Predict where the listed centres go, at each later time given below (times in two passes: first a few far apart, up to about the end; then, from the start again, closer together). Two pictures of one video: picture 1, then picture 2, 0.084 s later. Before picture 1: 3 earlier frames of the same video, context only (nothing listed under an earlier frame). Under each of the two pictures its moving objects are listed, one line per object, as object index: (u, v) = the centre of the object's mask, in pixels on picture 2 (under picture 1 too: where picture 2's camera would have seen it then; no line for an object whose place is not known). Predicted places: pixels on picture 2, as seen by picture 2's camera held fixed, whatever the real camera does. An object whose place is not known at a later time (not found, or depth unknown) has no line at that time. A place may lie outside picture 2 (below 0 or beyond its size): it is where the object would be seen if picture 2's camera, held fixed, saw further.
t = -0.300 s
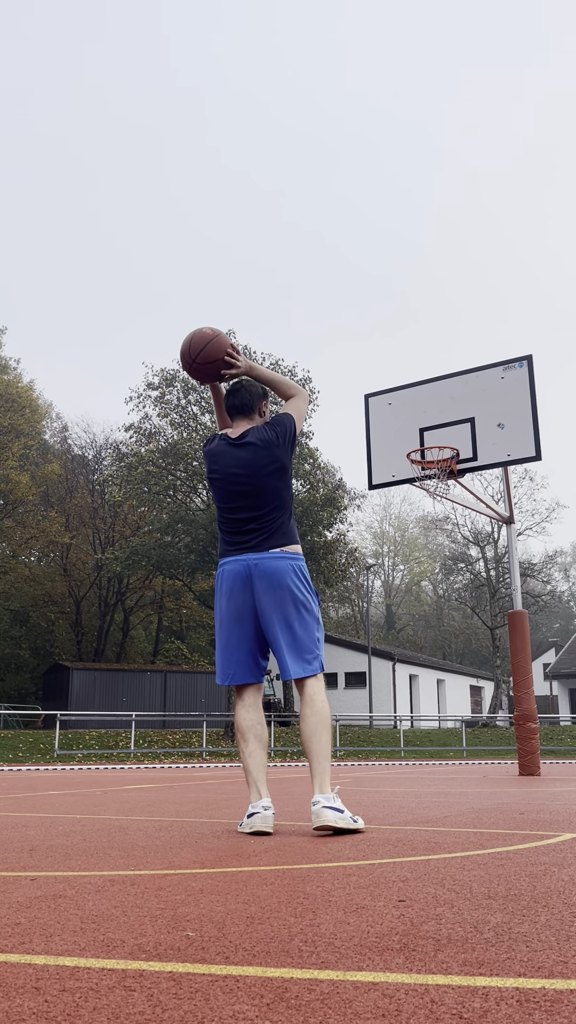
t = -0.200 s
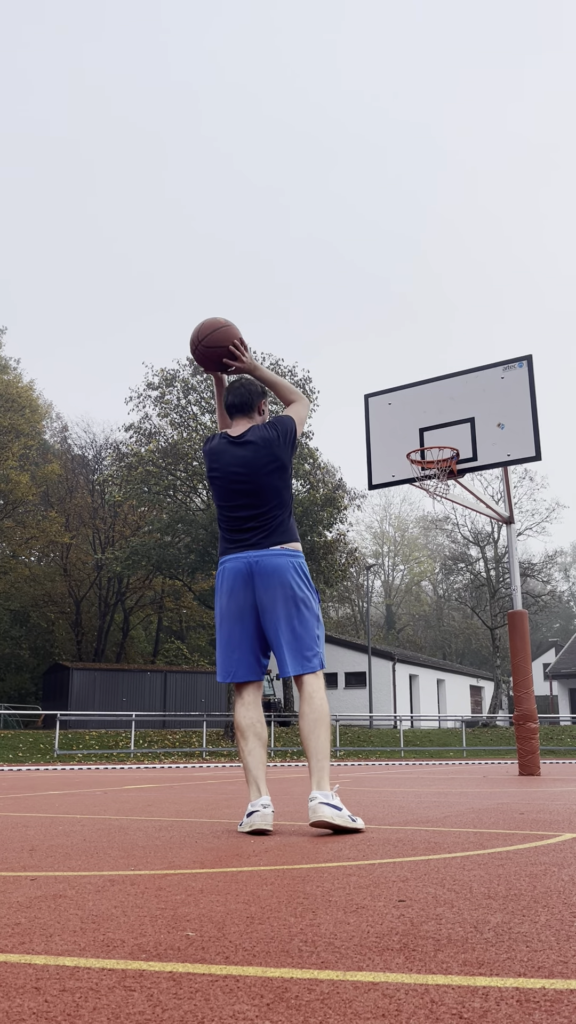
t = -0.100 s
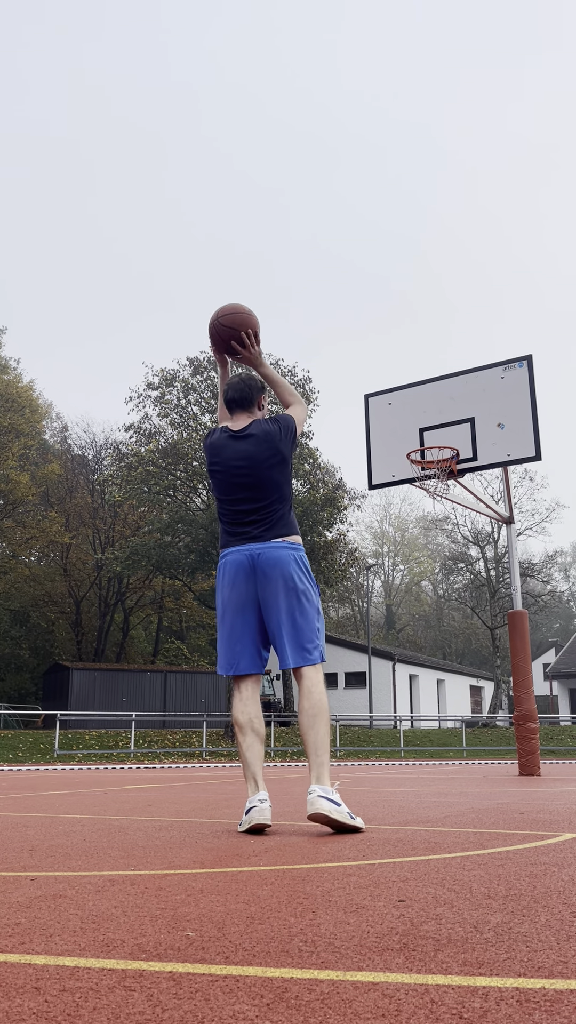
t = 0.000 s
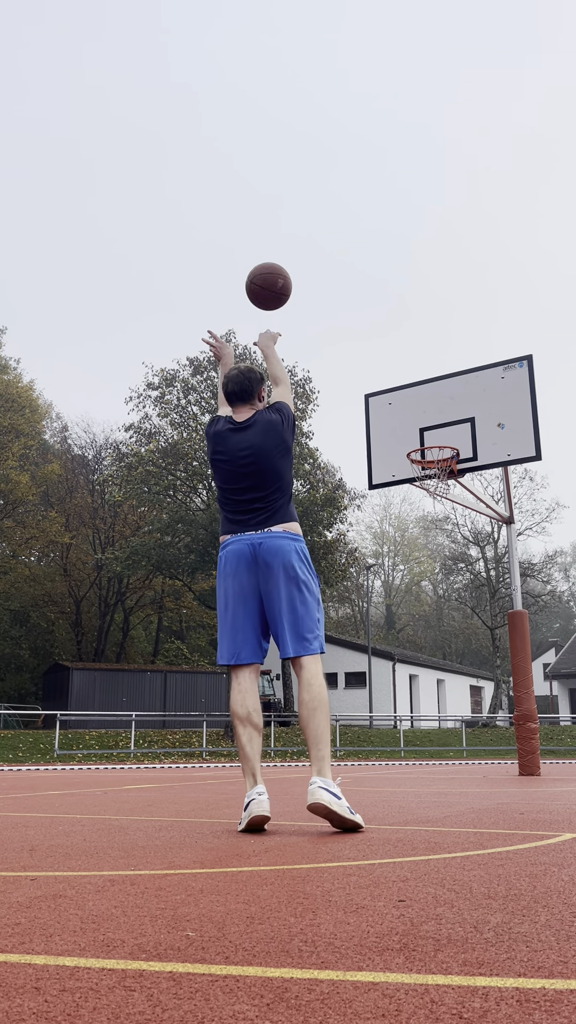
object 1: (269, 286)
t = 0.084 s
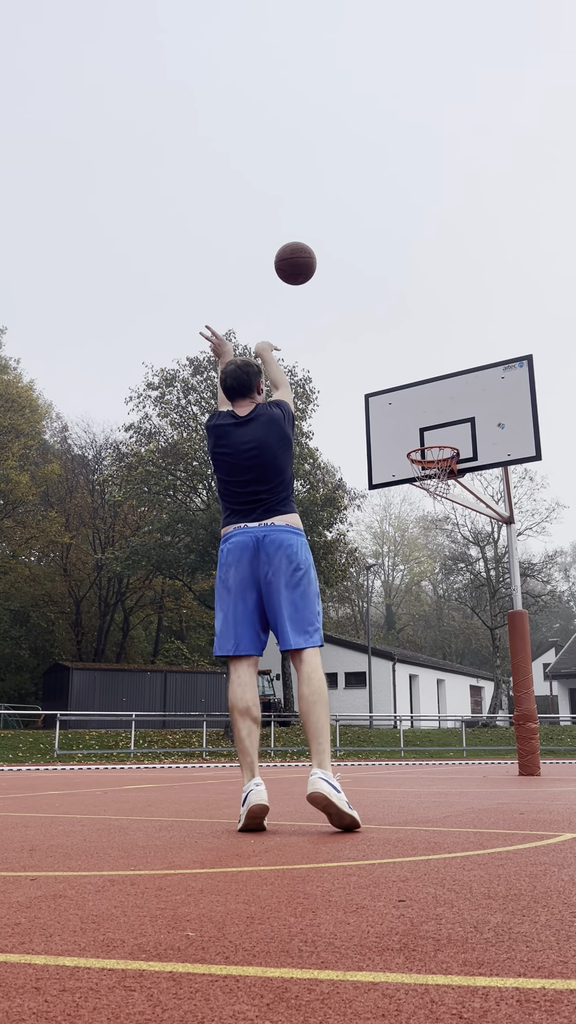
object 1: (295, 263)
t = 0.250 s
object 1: (337, 255)
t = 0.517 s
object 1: (385, 310)
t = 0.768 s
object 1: (418, 408)
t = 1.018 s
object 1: (446, 502)
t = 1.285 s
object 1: (476, 623)
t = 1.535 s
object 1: (505, 732)
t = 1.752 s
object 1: (517, 619)
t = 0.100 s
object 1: (300, 260)
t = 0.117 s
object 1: (305, 258)
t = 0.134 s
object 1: (309, 256)
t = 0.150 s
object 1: (314, 255)
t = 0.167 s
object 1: (318, 254)
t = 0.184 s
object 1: (322, 254)
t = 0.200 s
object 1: (326, 254)
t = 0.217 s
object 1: (330, 254)
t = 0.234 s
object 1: (333, 254)
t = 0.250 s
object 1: (337, 255)
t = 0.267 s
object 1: (340, 257)
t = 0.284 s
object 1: (344, 258)
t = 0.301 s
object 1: (347, 260)
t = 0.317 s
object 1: (351, 263)
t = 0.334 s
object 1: (354, 265)
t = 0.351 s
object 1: (357, 268)
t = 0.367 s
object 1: (360, 271)
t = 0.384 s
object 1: (363, 274)
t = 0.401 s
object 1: (366, 278)
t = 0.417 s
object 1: (369, 282)
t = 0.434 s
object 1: (372, 286)
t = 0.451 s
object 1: (374, 290)
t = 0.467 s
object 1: (377, 295)
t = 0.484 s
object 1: (380, 300)
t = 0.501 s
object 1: (382, 305)
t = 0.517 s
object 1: (385, 310)
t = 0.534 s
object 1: (387, 315)
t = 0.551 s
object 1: (390, 321)
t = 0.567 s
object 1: (392, 326)
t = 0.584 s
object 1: (394, 332)
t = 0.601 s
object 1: (397, 338)
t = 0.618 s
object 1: (399, 345)
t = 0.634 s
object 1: (401, 351)
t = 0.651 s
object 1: (403, 358)
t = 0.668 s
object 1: (405, 364)
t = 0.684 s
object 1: (407, 371)
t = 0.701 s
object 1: (409, 379)
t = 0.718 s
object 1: (412, 386)
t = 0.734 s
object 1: (414, 393)
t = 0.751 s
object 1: (416, 401)
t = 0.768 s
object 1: (418, 408)
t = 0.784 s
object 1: (420, 416)
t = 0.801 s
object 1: (422, 424)
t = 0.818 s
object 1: (424, 432)
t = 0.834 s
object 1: (425, 438)
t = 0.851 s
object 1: (428, 448)
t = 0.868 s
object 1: (429, 457)
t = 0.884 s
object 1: (430, 462)
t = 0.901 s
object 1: (432, 470)
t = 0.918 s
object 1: (435, 477)
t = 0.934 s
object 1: (438, 482)
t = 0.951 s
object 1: (439, 486)
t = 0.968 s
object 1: (441, 489)
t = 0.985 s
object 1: (443, 493)
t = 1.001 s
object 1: (444, 497)
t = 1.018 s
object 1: (446, 502)
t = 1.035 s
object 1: (448, 507)
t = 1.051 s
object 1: (449, 512)
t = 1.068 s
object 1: (451, 518)
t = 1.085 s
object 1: (452, 524)
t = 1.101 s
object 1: (454, 530)
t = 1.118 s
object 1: (456, 537)
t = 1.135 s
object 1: (458, 544)
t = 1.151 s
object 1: (460, 551)
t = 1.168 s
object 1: (461, 559)
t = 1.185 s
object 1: (463, 567)
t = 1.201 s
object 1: (465, 575)
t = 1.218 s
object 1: (467, 584)
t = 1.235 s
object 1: (469, 593)
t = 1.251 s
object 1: (471, 602)
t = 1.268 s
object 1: (474, 612)
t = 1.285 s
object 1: (476, 623)
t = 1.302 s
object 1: (478, 634)
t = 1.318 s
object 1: (480, 646)
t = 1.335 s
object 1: (483, 657)
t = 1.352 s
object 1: (485, 670)
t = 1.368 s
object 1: (487, 683)
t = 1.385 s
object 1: (489, 696)
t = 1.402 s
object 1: (492, 710)
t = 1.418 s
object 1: (495, 724)
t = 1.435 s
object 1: (497, 739)
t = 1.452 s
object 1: (499, 754)
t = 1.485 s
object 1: (503, 766)
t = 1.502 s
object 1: (504, 754)
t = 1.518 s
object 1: (505, 743)
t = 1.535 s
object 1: (505, 732)
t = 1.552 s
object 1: (506, 722)
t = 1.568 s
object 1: (507, 711)
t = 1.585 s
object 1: (508, 701)
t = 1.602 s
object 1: (508, 692)
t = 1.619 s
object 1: (509, 682)
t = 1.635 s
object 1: (510, 673)
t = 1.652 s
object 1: (511, 664)
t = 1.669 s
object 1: (511, 656)
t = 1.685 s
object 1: (513, 648)
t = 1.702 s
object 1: (513, 640)
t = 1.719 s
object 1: (514, 633)
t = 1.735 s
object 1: (515, 625)
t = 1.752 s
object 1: (517, 619)
